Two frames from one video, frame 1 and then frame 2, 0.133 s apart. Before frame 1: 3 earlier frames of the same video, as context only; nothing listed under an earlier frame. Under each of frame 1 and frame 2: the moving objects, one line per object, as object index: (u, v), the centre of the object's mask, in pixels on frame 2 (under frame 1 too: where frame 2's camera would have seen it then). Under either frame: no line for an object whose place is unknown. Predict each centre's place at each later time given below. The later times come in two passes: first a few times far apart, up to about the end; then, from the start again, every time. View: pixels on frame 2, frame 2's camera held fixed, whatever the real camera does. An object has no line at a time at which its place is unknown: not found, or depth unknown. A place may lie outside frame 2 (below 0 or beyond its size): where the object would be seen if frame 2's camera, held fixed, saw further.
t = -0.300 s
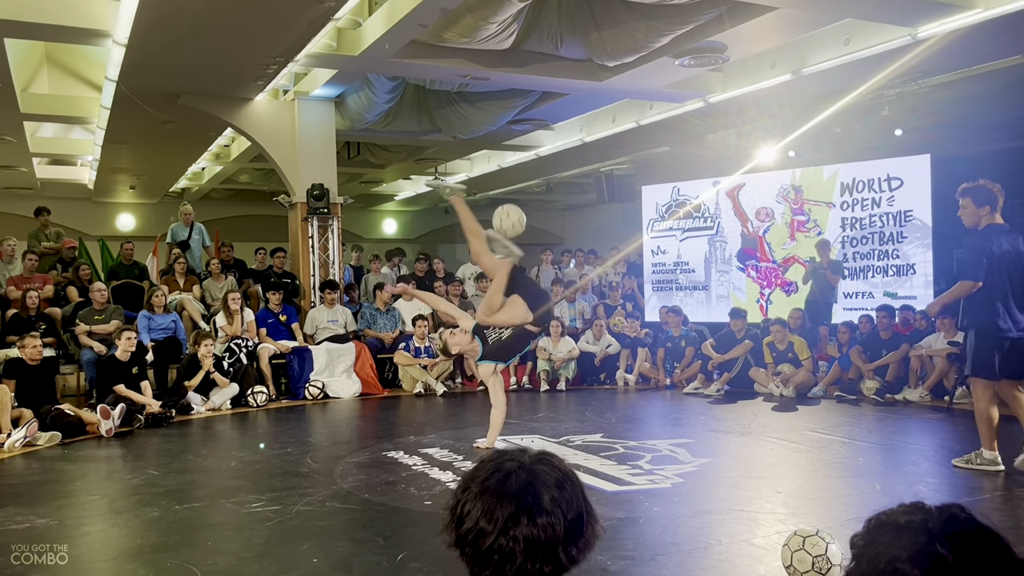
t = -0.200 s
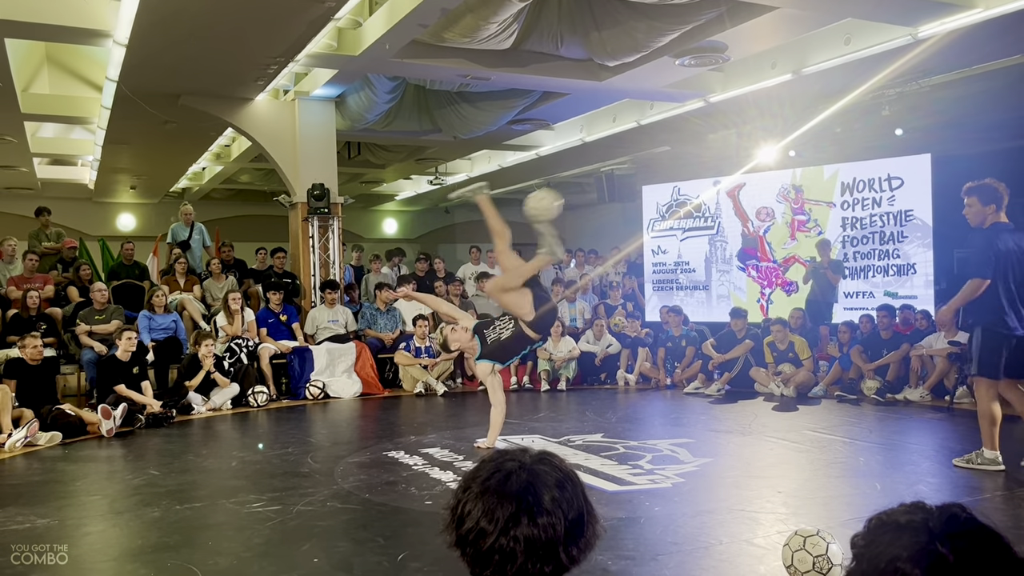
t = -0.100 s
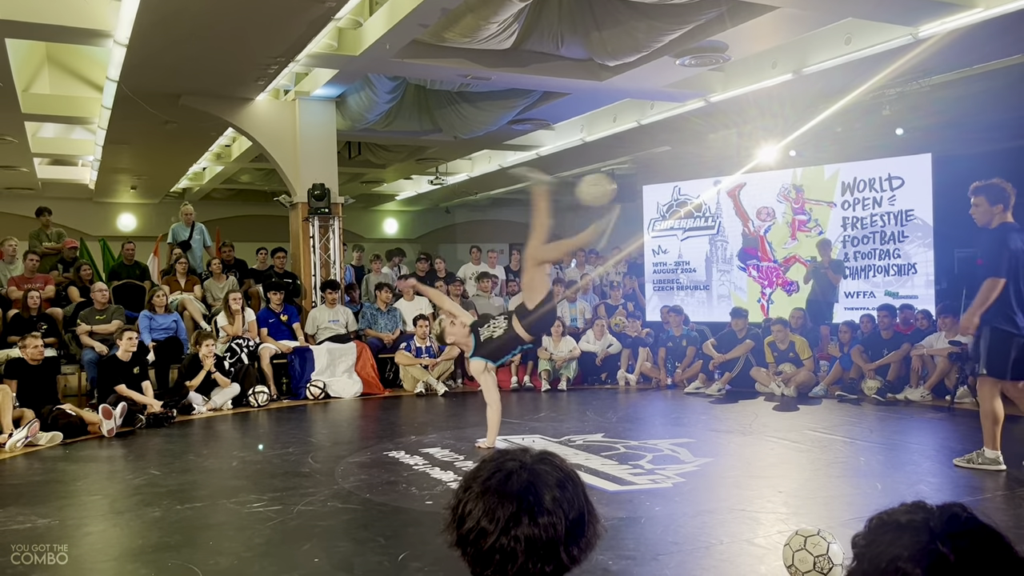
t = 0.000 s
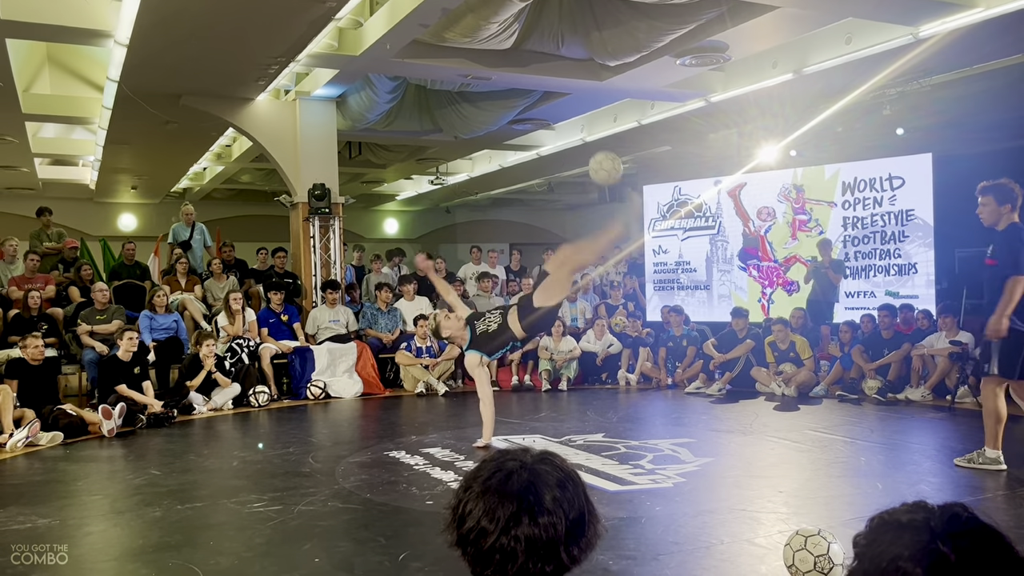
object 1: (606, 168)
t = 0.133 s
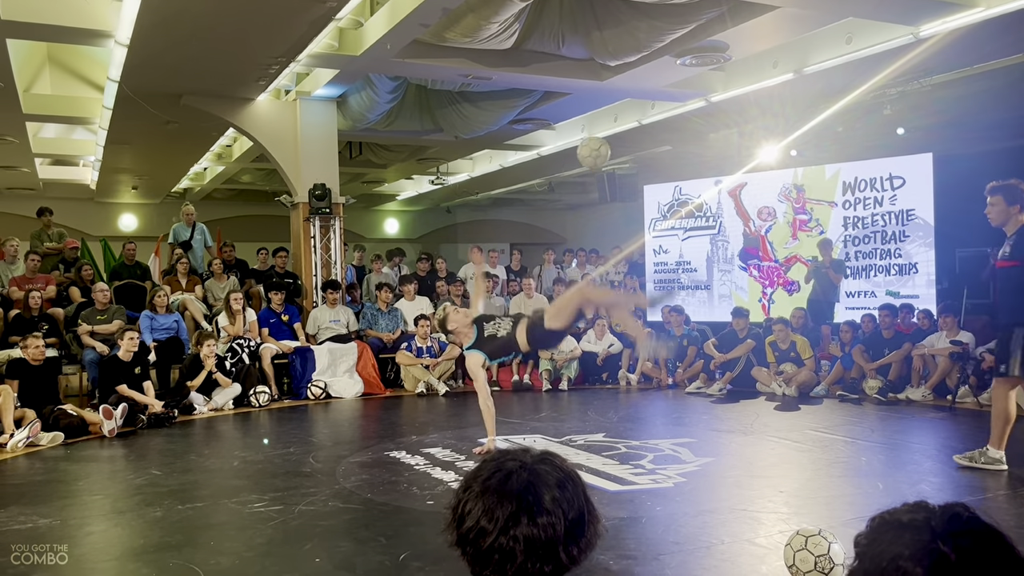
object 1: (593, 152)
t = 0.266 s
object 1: (582, 162)
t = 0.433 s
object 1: (569, 208)
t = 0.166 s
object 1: (590, 153)
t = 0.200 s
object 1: (587, 154)
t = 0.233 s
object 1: (585, 157)
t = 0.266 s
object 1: (582, 162)
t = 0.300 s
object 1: (579, 168)
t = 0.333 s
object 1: (577, 176)
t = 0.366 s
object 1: (574, 187)
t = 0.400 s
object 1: (572, 196)
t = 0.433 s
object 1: (569, 208)
